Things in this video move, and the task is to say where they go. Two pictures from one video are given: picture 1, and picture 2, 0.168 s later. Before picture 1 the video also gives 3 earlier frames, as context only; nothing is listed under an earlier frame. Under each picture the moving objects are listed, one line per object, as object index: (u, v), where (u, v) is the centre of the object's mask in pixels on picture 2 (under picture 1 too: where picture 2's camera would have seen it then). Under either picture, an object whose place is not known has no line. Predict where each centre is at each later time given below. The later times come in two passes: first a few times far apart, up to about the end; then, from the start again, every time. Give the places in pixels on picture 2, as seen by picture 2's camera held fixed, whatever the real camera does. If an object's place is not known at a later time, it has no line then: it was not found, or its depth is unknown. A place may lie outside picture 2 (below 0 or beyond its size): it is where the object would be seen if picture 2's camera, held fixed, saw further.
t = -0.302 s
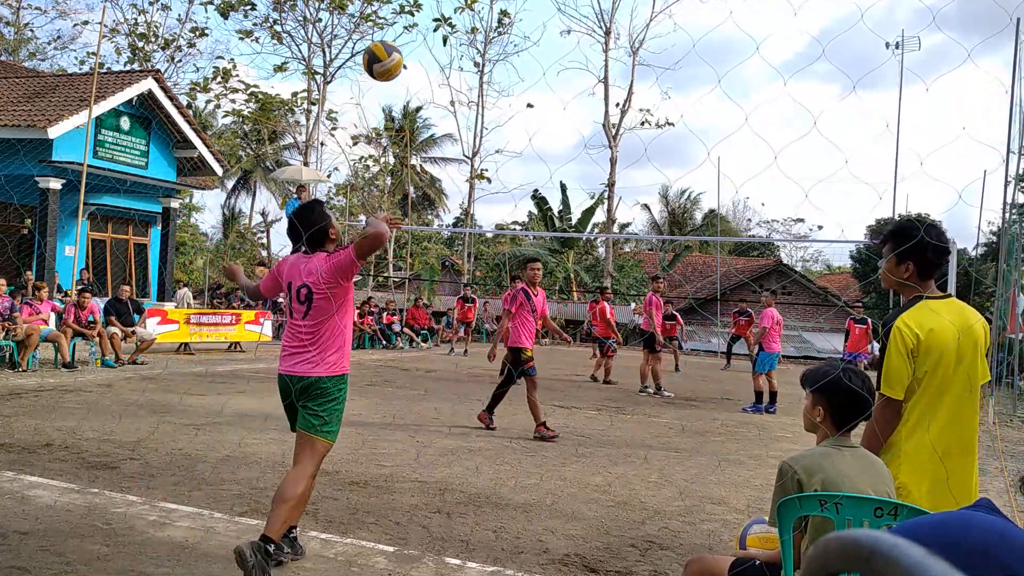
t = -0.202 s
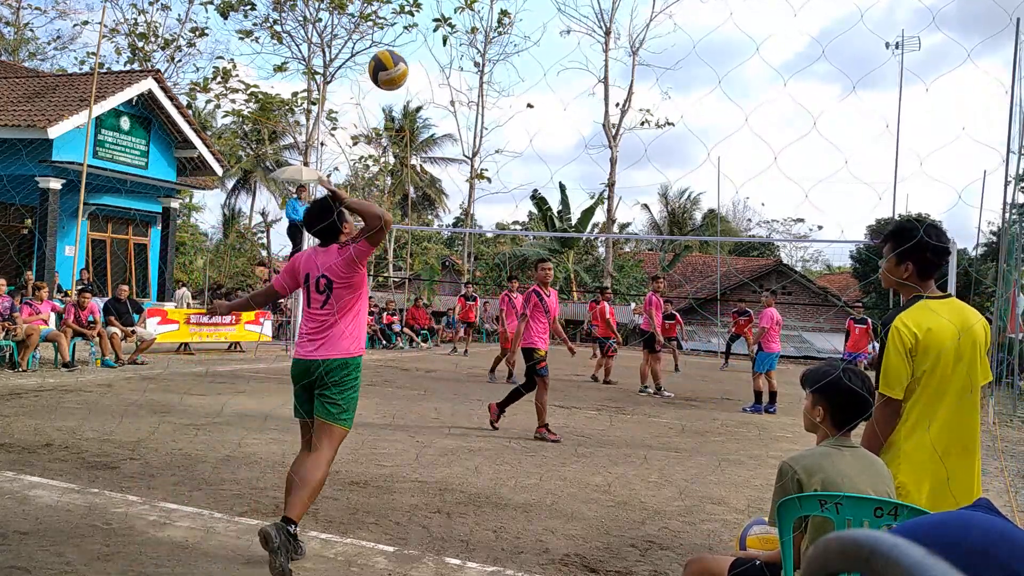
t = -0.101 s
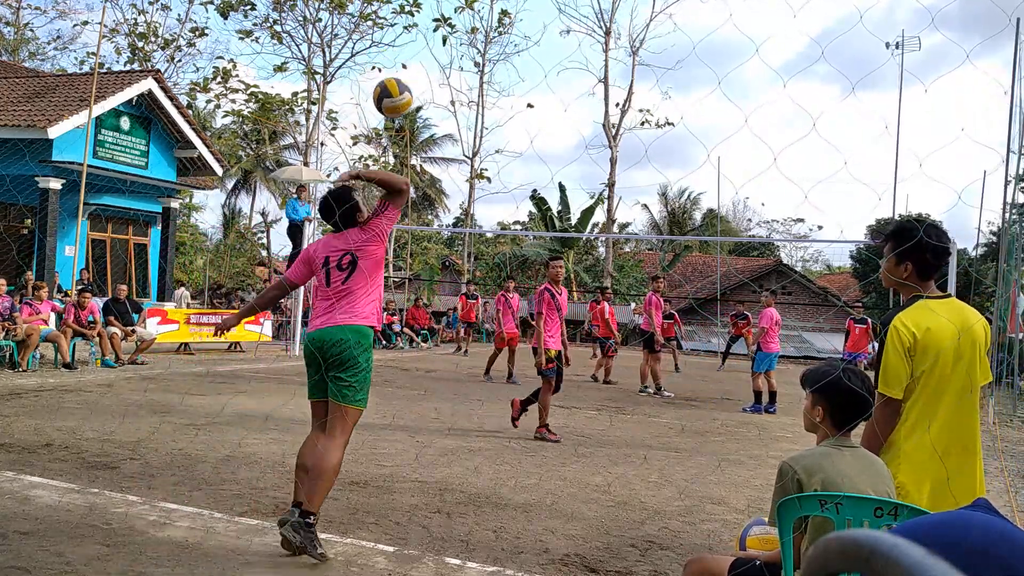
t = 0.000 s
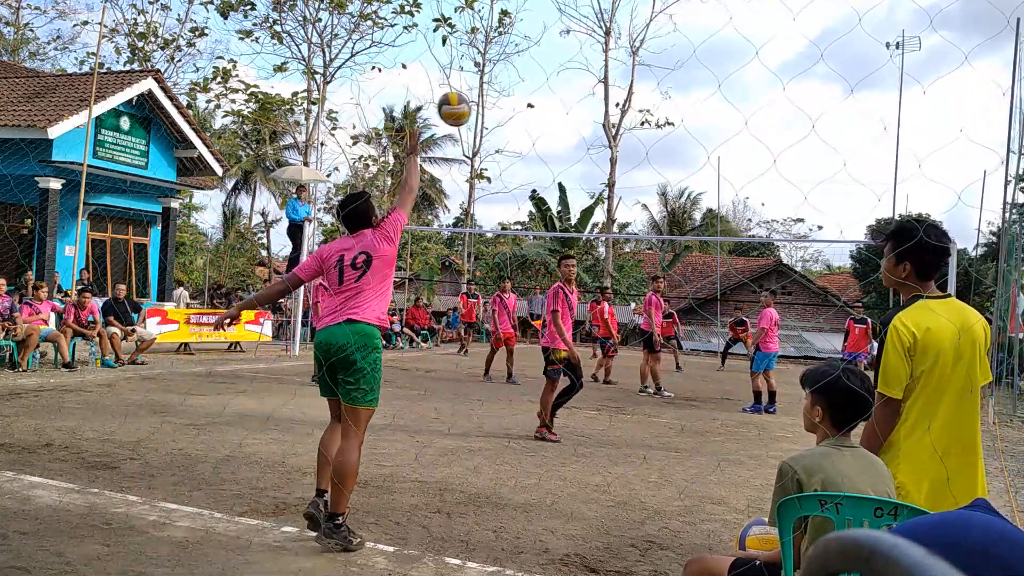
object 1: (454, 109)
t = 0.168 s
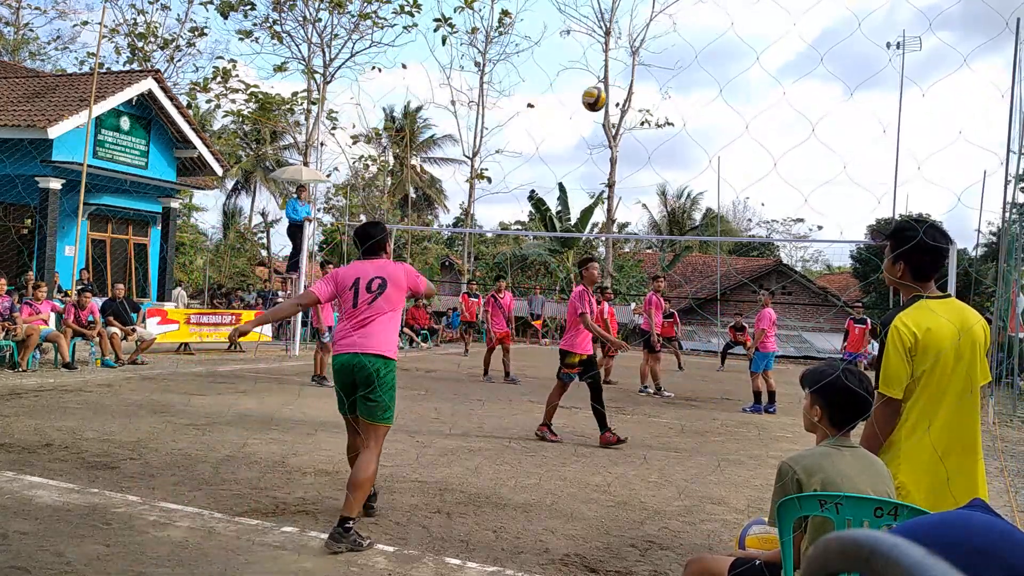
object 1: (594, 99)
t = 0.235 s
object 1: (628, 104)
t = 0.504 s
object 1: (711, 155)
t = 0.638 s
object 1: (733, 192)
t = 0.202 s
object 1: (612, 101)
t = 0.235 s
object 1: (628, 104)
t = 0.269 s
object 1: (643, 108)
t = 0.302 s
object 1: (656, 113)
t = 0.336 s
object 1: (667, 119)
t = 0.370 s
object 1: (678, 125)
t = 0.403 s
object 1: (688, 132)
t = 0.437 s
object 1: (696, 139)
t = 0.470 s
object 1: (704, 147)
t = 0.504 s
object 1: (711, 155)
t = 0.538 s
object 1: (717, 164)
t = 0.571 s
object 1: (723, 173)
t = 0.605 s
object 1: (728, 182)
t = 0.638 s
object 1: (733, 192)
